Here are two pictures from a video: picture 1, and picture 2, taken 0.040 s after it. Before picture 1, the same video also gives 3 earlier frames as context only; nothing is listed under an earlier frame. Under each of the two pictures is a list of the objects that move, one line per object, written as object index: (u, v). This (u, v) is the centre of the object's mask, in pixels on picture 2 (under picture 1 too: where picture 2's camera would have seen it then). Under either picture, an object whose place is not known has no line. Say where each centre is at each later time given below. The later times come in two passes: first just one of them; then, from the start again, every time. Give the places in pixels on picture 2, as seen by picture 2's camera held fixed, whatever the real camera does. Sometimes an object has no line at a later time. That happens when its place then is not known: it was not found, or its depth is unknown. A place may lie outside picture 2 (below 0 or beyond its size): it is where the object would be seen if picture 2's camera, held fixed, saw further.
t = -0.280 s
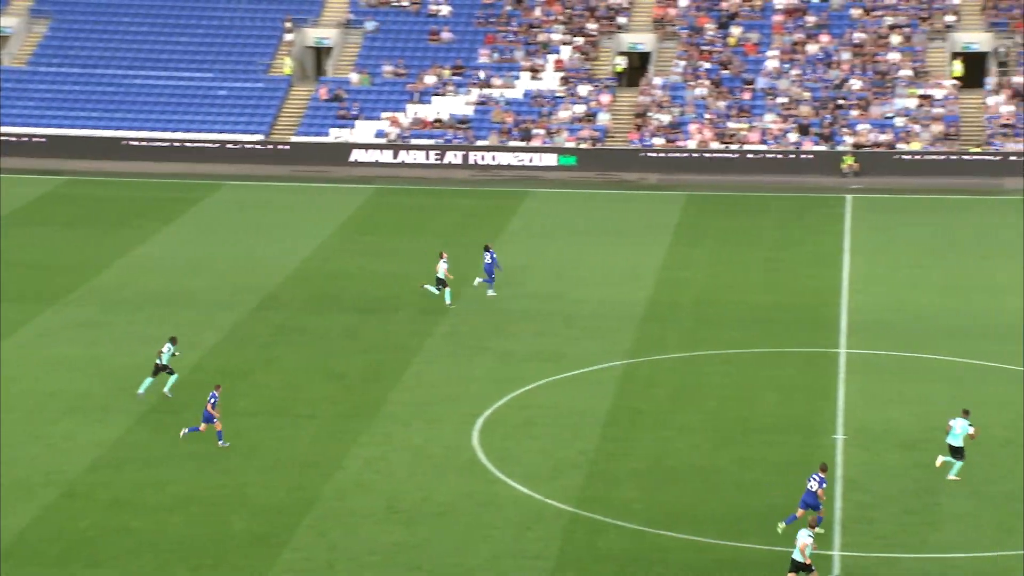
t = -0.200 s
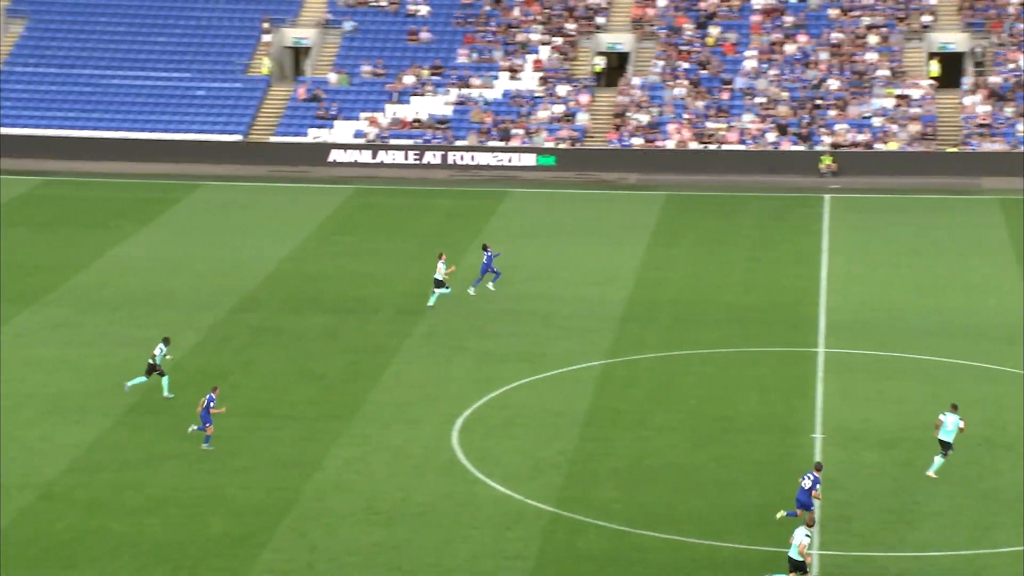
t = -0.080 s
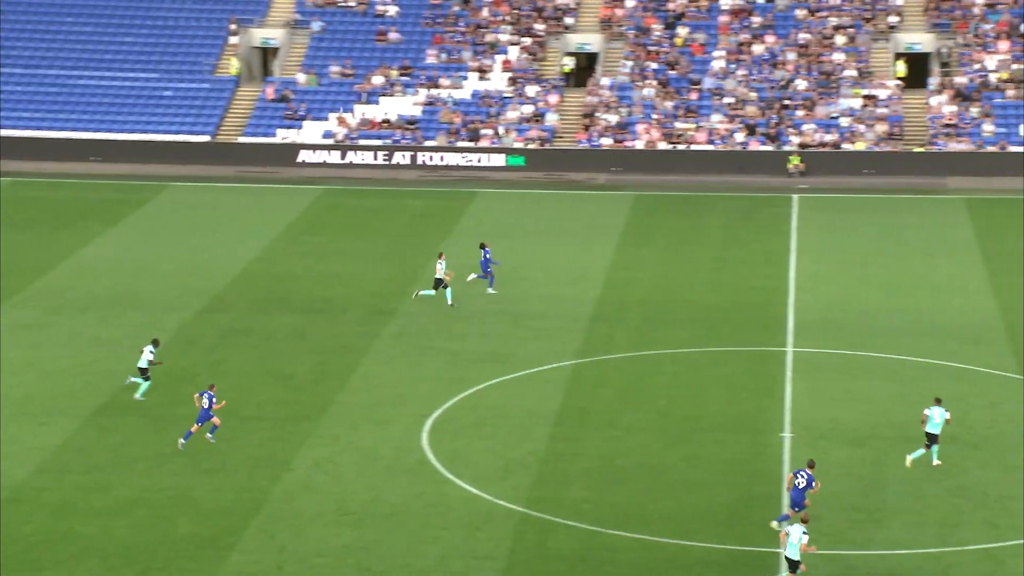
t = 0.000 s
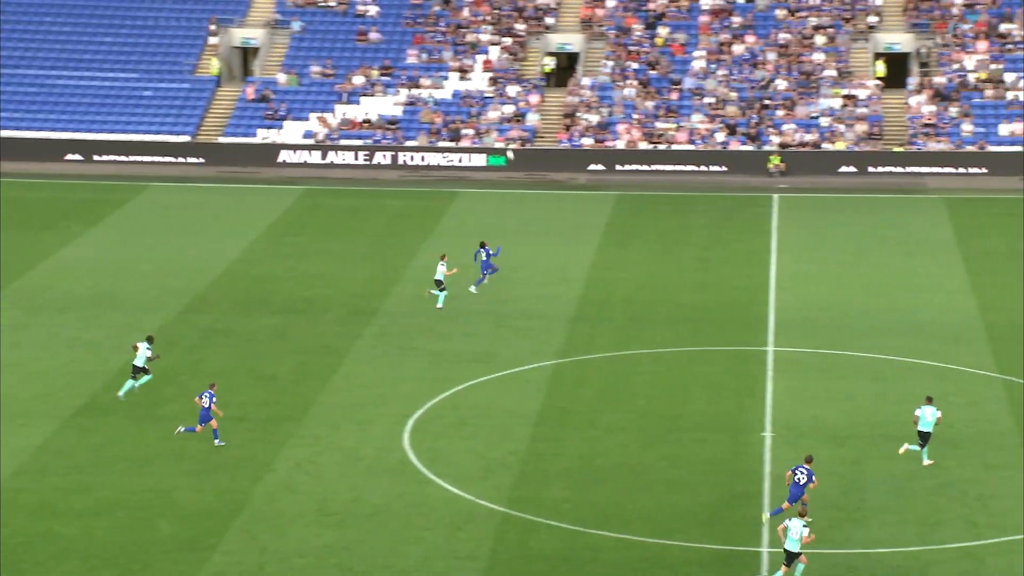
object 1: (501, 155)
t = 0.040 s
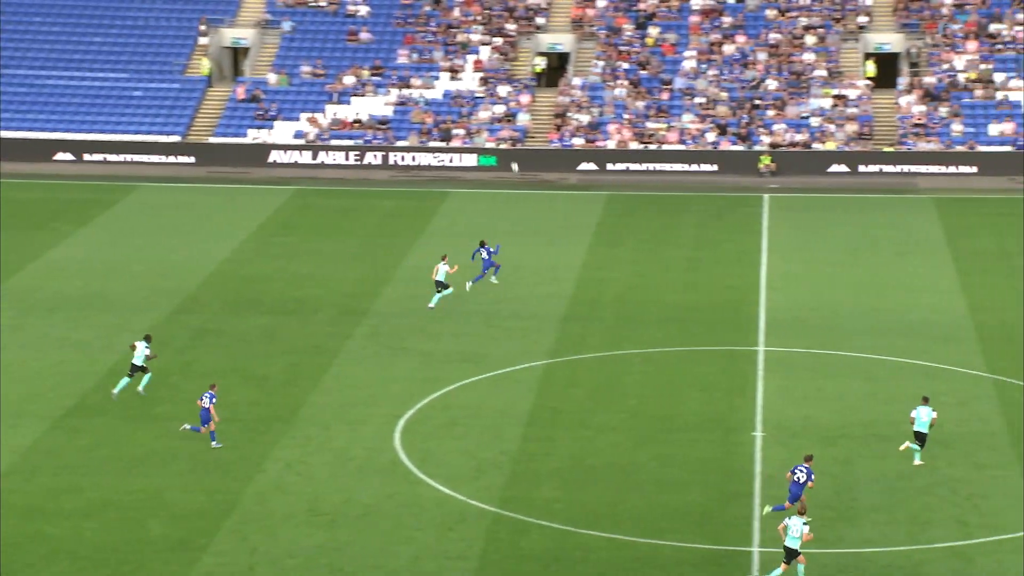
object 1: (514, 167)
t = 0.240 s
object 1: (582, 231)
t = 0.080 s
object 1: (528, 180)
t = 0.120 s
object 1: (542, 192)
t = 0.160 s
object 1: (555, 204)
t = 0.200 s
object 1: (568, 217)
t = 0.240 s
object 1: (582, 231)
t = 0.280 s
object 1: (595, 244)
